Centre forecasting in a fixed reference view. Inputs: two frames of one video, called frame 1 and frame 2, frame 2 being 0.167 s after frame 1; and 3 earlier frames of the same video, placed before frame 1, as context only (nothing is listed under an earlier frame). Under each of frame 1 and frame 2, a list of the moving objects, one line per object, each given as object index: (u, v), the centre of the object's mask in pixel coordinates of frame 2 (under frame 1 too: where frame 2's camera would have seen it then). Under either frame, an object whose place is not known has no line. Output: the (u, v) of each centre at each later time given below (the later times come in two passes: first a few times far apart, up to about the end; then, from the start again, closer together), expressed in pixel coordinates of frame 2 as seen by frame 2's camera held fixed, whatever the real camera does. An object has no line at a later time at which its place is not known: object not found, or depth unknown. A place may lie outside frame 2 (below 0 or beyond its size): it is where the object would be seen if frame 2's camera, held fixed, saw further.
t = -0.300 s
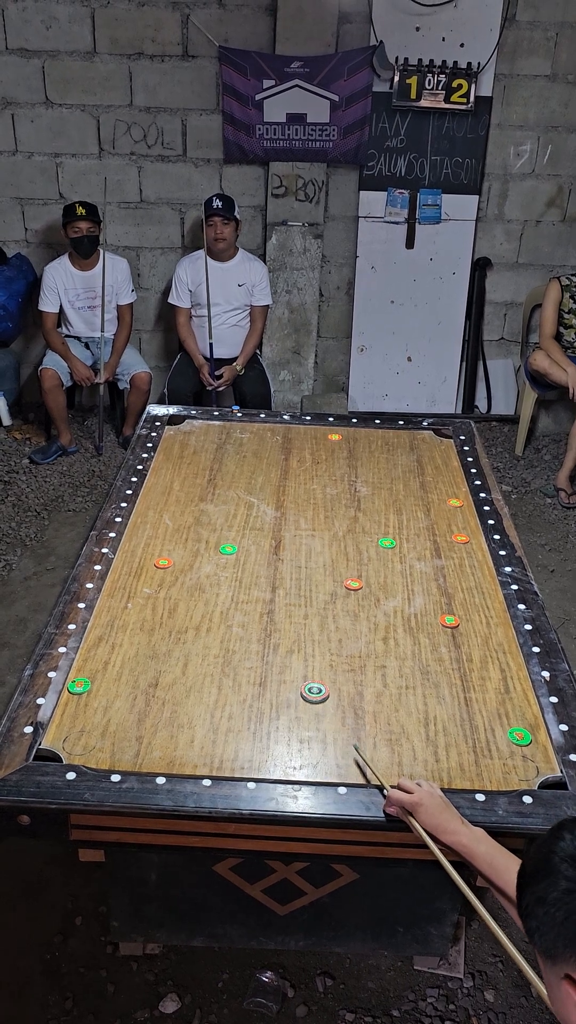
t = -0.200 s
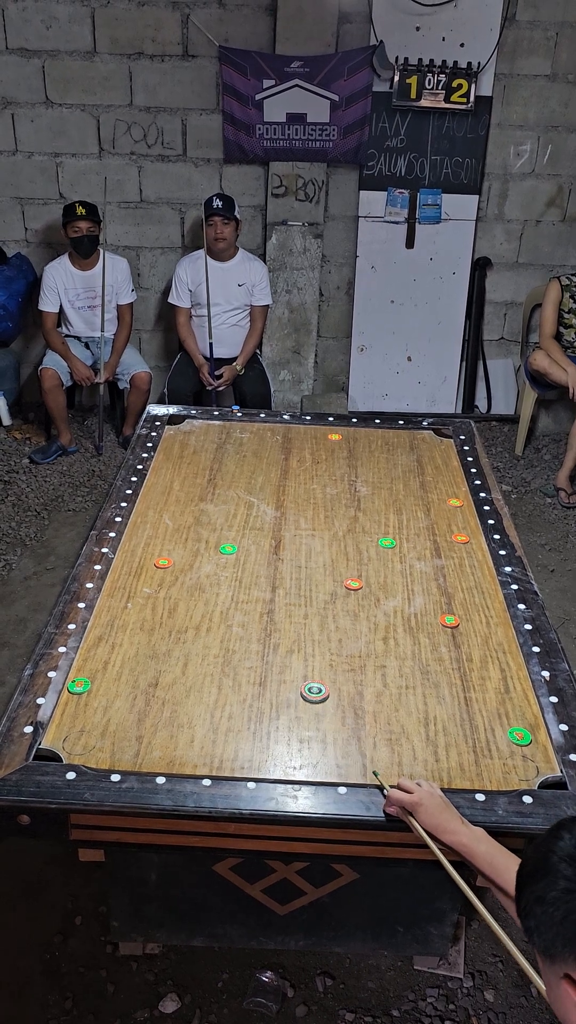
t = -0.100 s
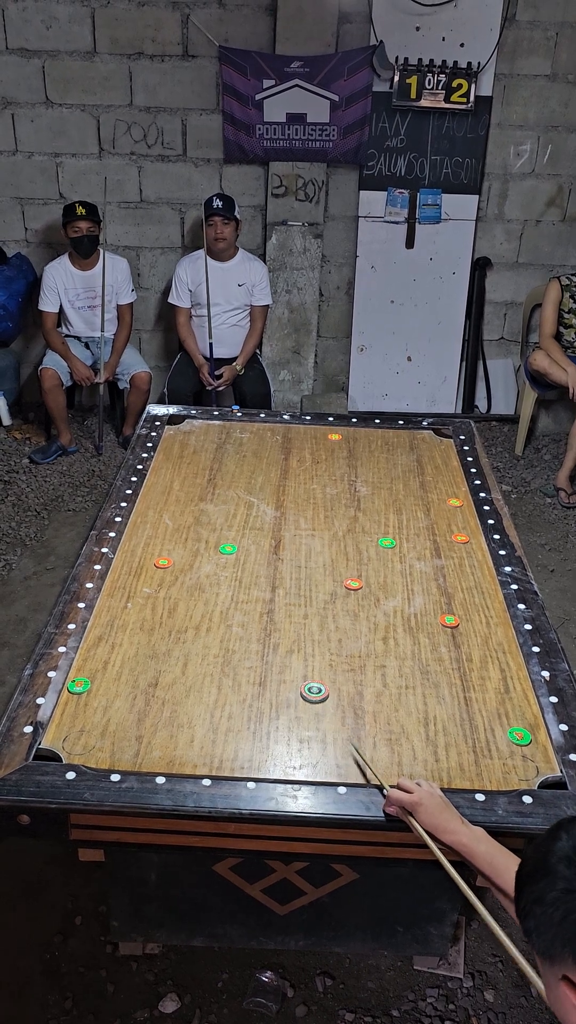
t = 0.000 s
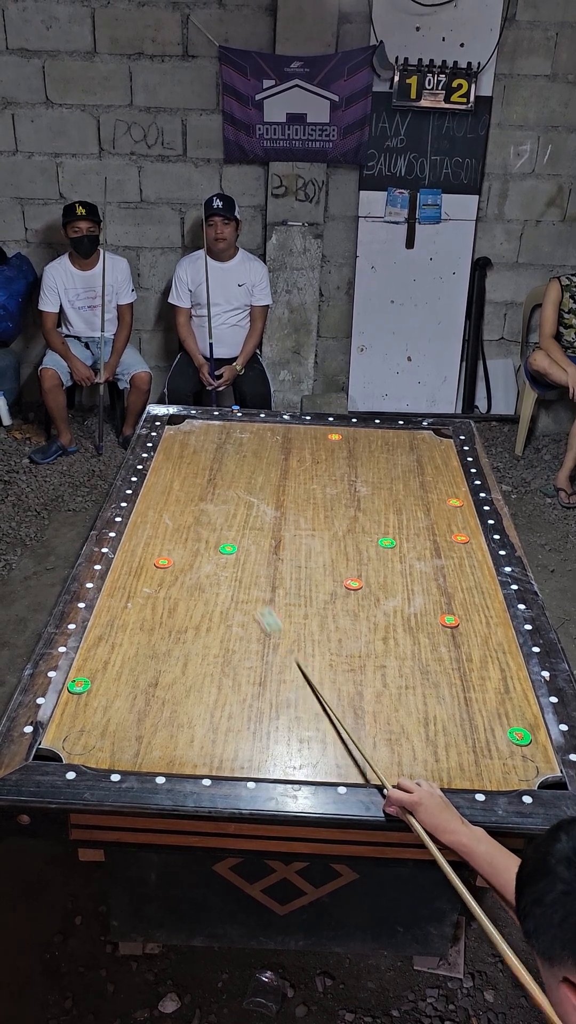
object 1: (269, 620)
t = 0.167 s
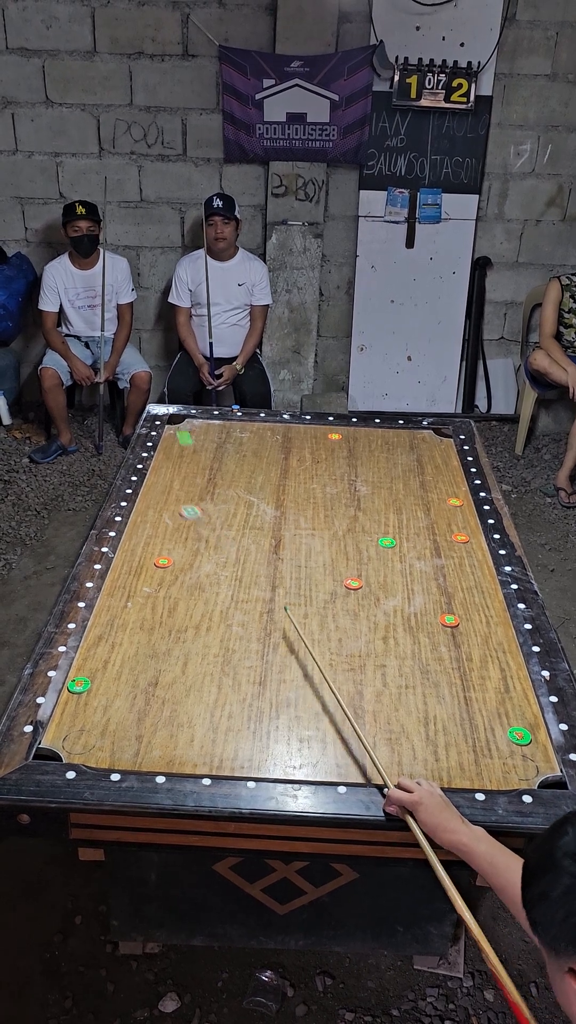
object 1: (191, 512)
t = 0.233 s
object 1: (169, 488)
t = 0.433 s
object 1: (207, 441)
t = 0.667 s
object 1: (256, 439)
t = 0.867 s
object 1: (288, 462)
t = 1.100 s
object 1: (321, 486)
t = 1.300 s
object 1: (344, 503)
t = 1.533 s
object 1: (365, 518)
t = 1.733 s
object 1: (377, 527)
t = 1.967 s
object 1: (383, 531)
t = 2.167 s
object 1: (385, 531)
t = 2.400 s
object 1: (386, 531)
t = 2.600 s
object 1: (385, 531)
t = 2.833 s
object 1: (386, 531)
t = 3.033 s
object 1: (386, 531)
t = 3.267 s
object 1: (386, 531)
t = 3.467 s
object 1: (386, 531)
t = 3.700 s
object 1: (386, 531)
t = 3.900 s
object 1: (386, 531)
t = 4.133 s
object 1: (385, 531)
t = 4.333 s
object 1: (386, 531)
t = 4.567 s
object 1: (386, 531)
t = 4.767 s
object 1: (386, 531)
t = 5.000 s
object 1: (385, 531)
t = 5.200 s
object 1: (385, 531)
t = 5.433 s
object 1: (386, 531)
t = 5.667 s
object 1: (386, 531)
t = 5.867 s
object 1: (386, 532)
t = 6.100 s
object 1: (386, 532)
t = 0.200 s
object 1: (179, 499)
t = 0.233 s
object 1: (169, 488)
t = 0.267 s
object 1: (160, 477)
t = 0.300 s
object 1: (165, 468)
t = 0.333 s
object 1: (176, 461)
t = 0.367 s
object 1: (187, 454)
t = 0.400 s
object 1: (197, 447)
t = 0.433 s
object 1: (207, 441)
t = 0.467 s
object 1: (216, 435)
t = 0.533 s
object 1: (232, 424)
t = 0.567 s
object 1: (239, 427)
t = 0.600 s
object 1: (245, 431)
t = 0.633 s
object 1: (250, 435)
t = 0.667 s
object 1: (256, 439)
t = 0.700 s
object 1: (262, 443)
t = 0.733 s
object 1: (267, 447)
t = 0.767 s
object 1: (273, 450)
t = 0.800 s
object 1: (278, 454)
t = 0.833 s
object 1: (283, 458)
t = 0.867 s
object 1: (288, 462)
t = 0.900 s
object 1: (293, 465)
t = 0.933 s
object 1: (298, 469)
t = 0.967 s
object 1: (303, 472)
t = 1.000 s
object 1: (308, 476)
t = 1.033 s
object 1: (312, 479)
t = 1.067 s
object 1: (317, 482)
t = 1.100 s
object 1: (321, 486)
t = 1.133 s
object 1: (325, 489)
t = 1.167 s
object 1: (329, 492)
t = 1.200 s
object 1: (333, 495)
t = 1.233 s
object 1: (337, 497)
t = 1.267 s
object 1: (341, 500)
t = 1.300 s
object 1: (344, 503)
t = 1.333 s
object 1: (348, 505)
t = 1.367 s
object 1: (351, 508)
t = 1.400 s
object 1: (355, 510)
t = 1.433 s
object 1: (357, 512)
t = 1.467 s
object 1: (360, 514)
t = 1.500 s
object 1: (363, 516)
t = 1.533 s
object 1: (365, 518)
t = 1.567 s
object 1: (367, 519)
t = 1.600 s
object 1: (370, 521)
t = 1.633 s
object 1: (372, 523)
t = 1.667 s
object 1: (374, 524)
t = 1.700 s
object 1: (376, 526)
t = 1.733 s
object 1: (377, 527)
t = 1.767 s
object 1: (379, 528)
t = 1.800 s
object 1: (380, 529)
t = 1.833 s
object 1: (380, 530)
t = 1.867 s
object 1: (381, 530)
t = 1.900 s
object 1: (382, 531)
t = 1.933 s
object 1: (382, 531)
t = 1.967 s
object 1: (383, 531)
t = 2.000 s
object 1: (384, 531)
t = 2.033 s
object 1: (385, 531)
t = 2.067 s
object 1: (385, 531)
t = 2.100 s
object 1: (385, 531)
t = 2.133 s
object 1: (385, 531)
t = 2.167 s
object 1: (385, 531)
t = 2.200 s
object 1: (385, 531)
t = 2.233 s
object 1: (385, 531)
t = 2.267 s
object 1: (385, 531)
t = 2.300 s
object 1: (385, 531)
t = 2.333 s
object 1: (385, 531)
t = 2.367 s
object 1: (385, 531)
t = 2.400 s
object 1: (386, 531)
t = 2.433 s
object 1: (385, 531)
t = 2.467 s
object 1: (385, 531)
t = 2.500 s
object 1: (385, 531)
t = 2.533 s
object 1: (385, 531)
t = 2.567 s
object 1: (385, 531)
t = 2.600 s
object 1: (385, 531)
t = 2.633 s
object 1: (385, 531)
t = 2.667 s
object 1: (385, 531)
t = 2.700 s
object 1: (385, 531)
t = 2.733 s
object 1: (385, 531)
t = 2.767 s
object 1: (385, 531)
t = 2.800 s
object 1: (385, 531)
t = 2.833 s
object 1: (386, 531)
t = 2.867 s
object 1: (385, 531)
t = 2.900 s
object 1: (385, 531)
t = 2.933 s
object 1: (386, 531)
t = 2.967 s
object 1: (386, 531)
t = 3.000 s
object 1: (386, 531)
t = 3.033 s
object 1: (386, 531)
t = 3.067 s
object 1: (386, 531)
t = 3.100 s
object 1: (386, 531)
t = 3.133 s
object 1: (386, 531)
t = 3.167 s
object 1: (386, 531)
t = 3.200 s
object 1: (386, 531)
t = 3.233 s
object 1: (386, 531)
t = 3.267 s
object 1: (386, 531)
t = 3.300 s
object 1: (386, 531)
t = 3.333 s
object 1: (386, 531)
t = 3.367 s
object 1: (386, 531)
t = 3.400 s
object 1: (386, 531)
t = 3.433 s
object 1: (386, 531)
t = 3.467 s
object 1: (386, 531)
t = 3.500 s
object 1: (386, 531)
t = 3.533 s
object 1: (386, 531)
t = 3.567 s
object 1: (386, 531)
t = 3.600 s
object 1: (386, 531)
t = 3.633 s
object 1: (386, 531)
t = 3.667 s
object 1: (386, 531)
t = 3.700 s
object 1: (386, 531)
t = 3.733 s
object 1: (386, 531)
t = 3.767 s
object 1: (386, 531)
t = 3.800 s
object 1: (385, 531)
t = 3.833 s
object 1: (385, 531)
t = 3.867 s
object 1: (386, 531)
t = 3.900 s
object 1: (386, 531)
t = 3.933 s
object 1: (386, 531)
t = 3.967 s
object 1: (385, 531)
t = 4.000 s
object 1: (386, 531)
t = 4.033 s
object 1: (386, 531)
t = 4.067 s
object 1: (386, 531)
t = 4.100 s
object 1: (386, 531)
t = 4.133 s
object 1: (385, 531)
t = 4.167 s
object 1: (386, 531)
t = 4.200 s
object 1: (386, 531)
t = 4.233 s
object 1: (386, 531)
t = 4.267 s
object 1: (386, 531)
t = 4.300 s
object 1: (386, 531)
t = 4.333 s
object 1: (386, 531)
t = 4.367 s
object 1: (386, 531)
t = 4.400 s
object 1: (386, 531)
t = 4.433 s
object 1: (386, 531)
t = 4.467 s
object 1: (386, 531)
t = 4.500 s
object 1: (386, 531)
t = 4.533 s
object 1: (386, 531)
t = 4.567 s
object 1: (386, 531)
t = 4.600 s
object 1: (386, 531)
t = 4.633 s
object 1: (386, 531)
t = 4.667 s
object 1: (386, 531)
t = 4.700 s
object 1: (385, 532)
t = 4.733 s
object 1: (386, 532)
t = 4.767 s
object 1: (386, 531)
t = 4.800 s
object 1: (385, 532)
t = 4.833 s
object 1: (386, 532)
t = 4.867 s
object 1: (386, 532)
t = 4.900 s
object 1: (386, 532)
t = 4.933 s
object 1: (385, 531)
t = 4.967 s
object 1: (386, 531)
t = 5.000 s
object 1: (385, 531)
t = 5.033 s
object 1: (385, 531)
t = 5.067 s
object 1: (386, 531)
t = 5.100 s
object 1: (386, 531)
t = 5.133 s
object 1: (385, 531)
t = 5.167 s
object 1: (385, 531)
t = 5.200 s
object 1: (385, 531)
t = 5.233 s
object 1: (385, 531)
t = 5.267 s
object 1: (385, 531)
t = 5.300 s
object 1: (386, 531)
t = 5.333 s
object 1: (385, 531)
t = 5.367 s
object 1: (386, 531)
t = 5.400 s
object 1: (386, 531)
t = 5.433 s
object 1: (386, 531)
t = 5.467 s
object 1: (386, 531)
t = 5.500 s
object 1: (386, 531)
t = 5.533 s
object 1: (386, 531)
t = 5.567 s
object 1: (386, 531)
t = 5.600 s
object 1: (386, 531)
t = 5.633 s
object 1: (386, 532)
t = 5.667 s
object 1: (386, 531)
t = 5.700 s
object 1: (386, 531)
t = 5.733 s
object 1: (386, 531)
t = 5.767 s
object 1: (386, 531)
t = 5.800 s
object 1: (386, 531)
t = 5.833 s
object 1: (386, 531)
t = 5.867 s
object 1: (386, 532)
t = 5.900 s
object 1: (386, 532)
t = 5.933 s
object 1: (386, 532)
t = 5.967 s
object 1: (386, 532)
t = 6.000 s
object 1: (386, 531)
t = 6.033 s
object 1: (386, 532)
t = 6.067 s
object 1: (386, 532)
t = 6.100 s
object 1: (386, 532)
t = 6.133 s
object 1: (386, 531)
